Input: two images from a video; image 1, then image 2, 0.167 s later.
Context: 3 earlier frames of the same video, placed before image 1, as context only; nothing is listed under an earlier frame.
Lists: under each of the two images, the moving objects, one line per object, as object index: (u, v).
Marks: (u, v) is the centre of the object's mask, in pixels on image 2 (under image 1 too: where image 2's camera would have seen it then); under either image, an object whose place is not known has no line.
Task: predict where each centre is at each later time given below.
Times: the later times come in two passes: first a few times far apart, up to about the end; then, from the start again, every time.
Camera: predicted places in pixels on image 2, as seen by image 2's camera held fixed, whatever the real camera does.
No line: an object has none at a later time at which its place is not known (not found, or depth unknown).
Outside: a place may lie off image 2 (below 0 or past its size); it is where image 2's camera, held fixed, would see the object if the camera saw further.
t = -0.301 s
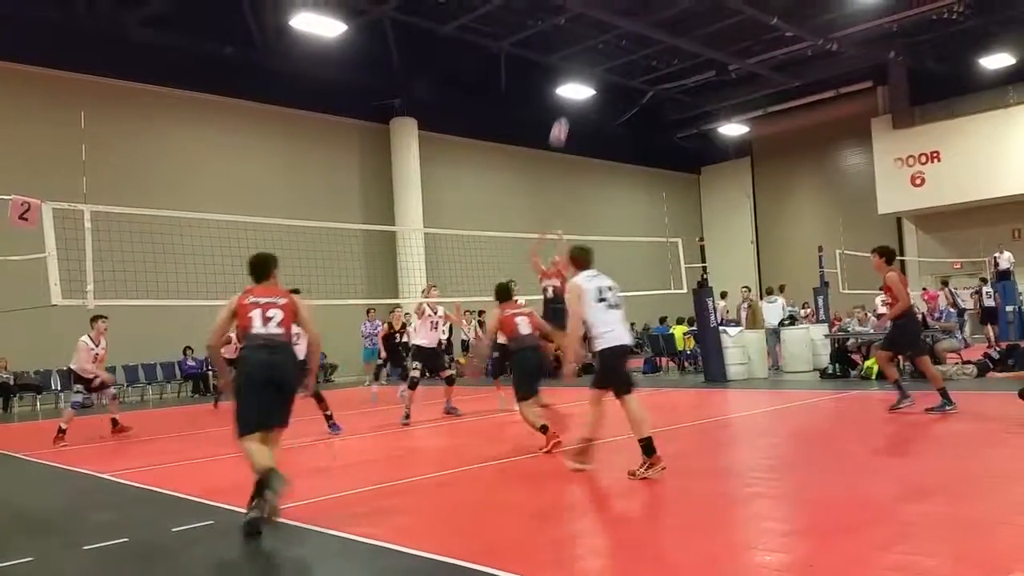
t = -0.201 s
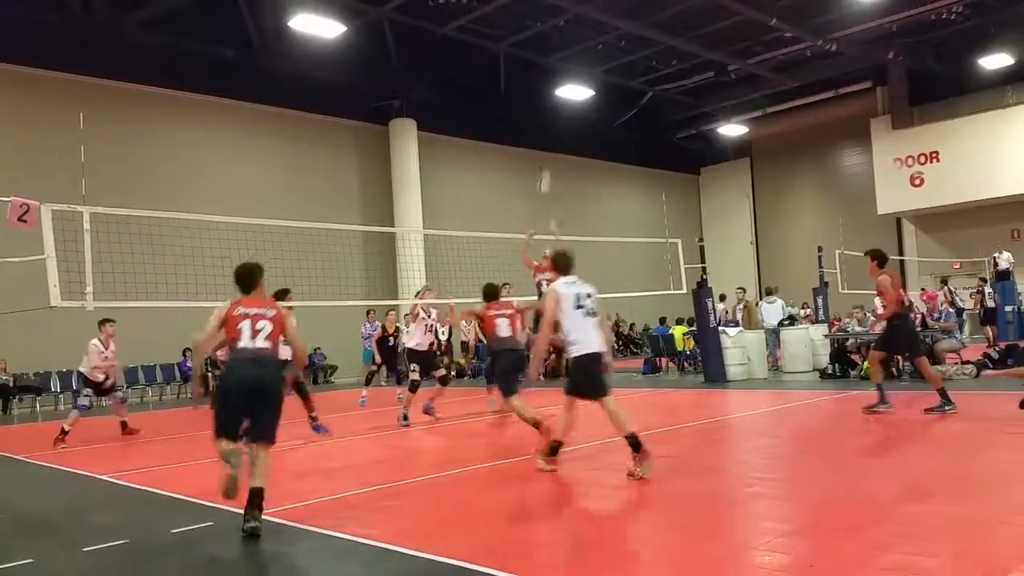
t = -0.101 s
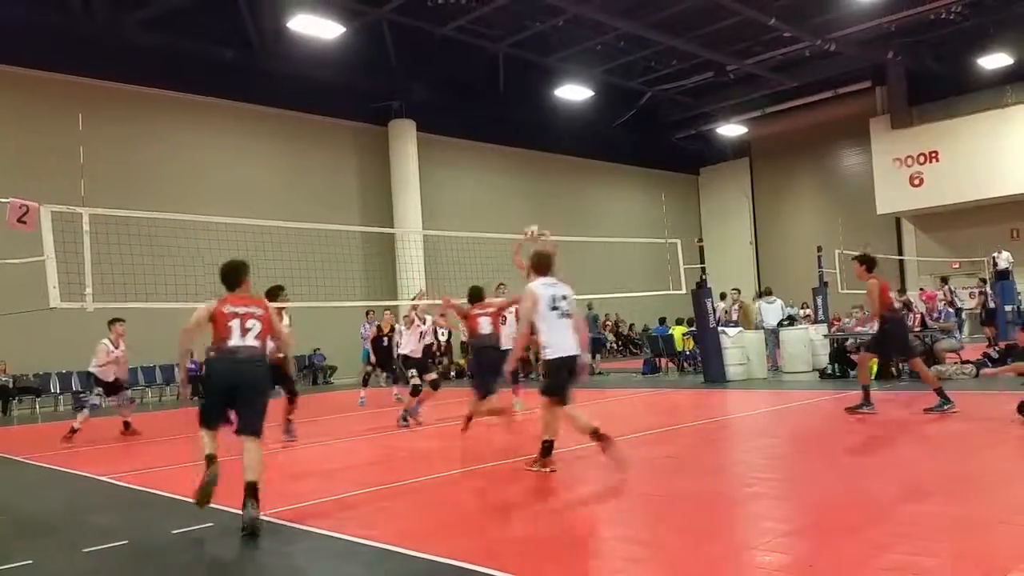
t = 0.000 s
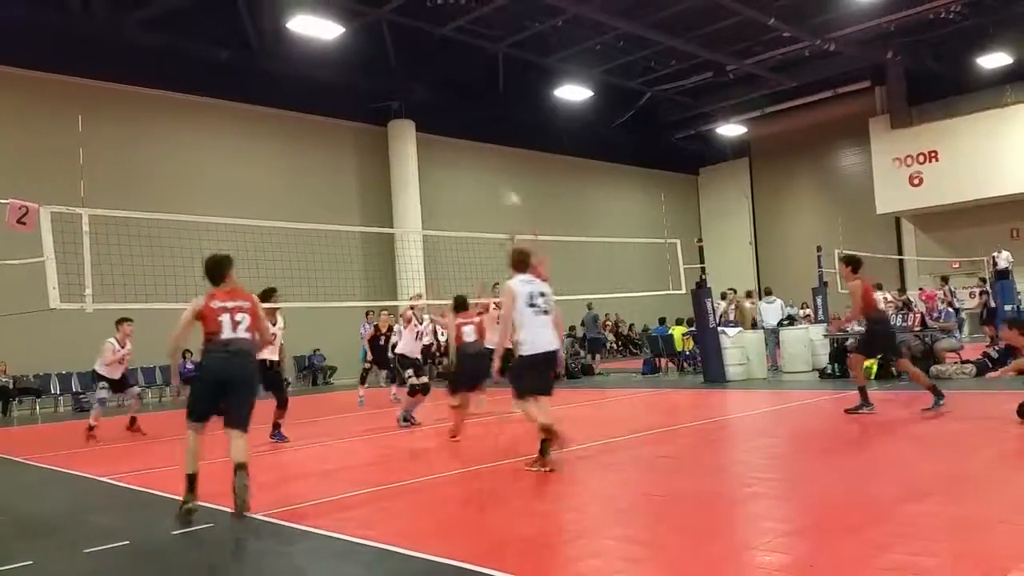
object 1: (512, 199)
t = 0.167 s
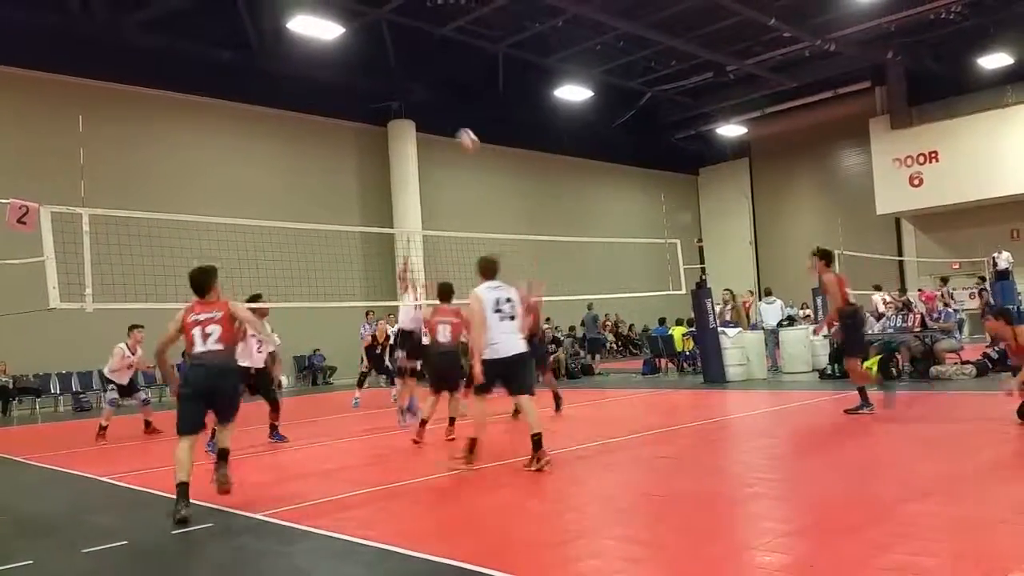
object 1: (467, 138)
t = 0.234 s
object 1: (450, 120)
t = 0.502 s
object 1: (374, 70)
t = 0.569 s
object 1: (354, 66)
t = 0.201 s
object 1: (459, 129)
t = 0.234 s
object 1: (450, 120)
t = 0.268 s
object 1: (441, 111)
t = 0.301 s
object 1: (432, 102)
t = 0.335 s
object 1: (423, 95)
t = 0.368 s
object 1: (413, 89)
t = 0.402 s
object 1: (404, 83)
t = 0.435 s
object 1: (394, 78)
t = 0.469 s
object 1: (384, 73)
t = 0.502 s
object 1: (374, 70)
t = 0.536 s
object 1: (364, 68)
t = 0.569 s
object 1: (354, 66)
